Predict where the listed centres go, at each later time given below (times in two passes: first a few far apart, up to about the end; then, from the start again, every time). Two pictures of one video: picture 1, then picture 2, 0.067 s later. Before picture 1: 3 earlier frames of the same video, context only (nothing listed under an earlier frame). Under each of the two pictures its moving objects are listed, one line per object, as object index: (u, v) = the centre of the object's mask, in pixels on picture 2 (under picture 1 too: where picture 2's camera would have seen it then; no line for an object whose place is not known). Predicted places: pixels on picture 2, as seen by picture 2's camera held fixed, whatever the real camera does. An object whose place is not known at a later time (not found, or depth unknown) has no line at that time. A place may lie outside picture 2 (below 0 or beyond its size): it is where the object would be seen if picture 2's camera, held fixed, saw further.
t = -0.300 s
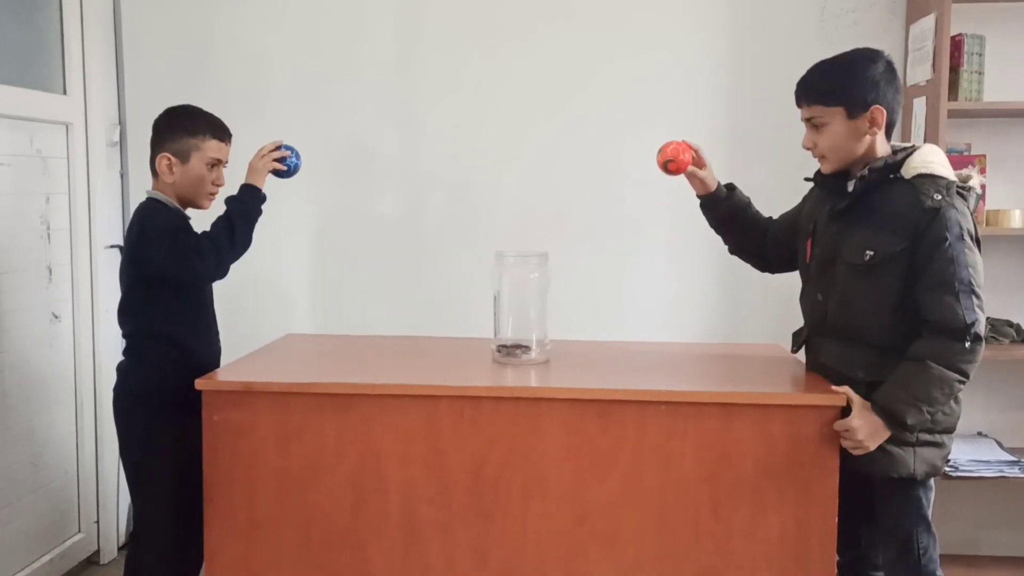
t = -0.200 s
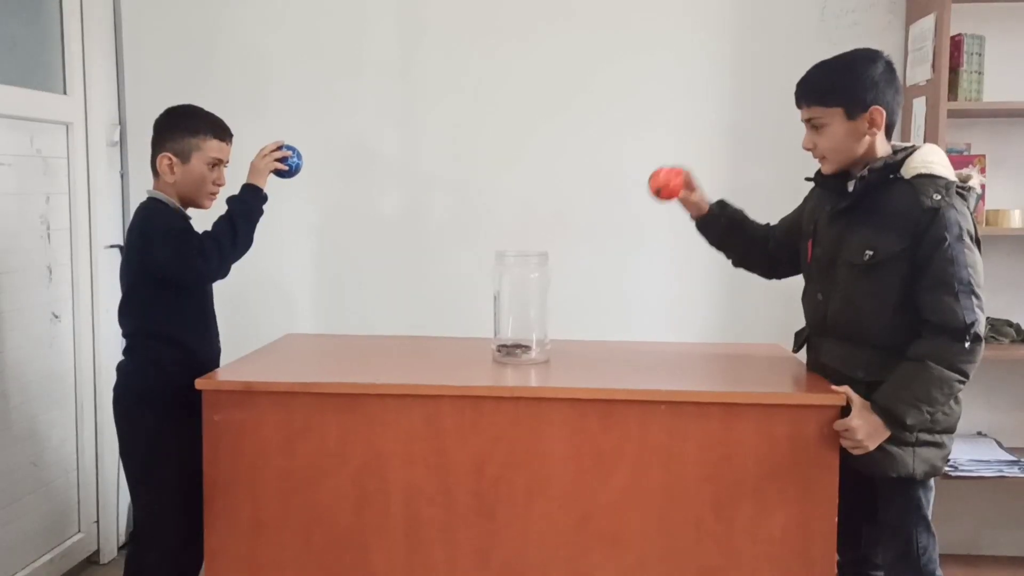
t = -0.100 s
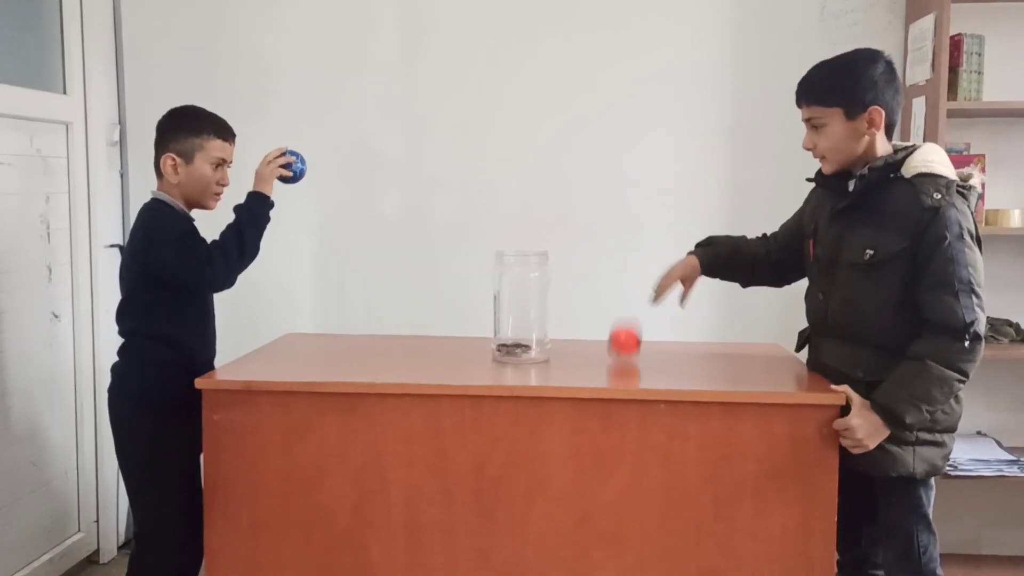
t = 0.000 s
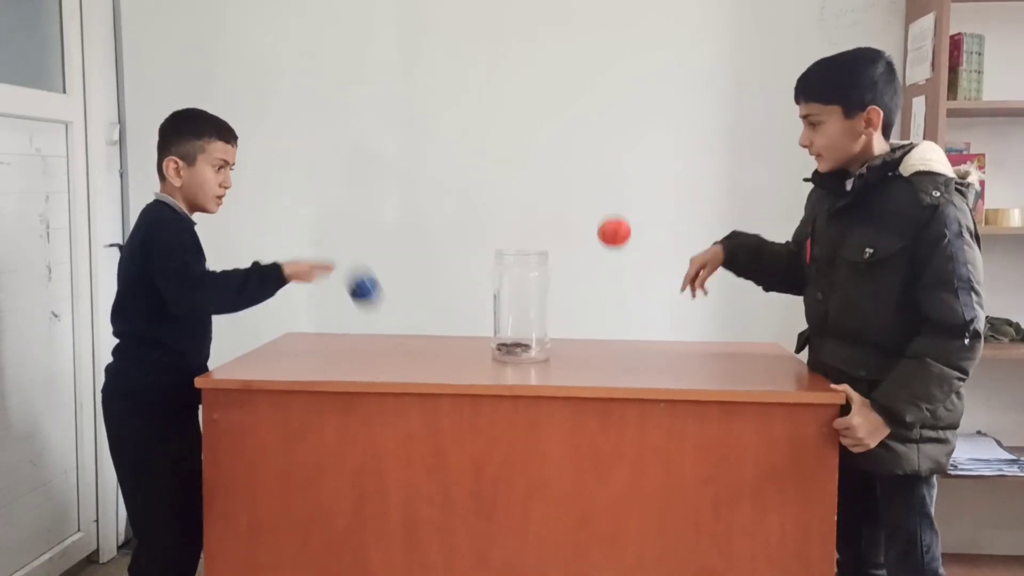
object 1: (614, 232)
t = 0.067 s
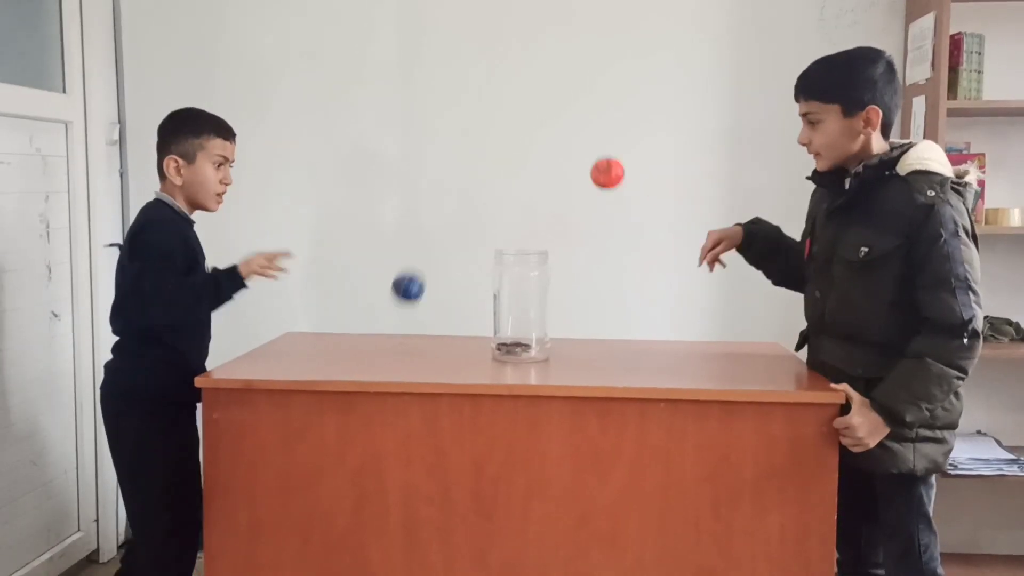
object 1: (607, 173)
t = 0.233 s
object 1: (588, 112)
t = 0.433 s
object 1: (566, 205)
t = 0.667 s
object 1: (545, 244)
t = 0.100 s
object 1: (603, 151)
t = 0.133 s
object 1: (600, 133)
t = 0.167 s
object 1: (596, 121)
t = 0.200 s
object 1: (592, 114)
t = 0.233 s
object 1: (588, 112)
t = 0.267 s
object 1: (585, 115)
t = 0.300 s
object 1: (581, 123)
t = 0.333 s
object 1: (577, 136)
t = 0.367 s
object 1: (573, 154)
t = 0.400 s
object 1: (569, 177)
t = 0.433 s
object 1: (566, 205)
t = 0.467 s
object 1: (562, 237)
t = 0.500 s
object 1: (558, 275)
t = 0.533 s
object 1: (554, 315)
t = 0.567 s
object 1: (551, 320)
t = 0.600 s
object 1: (548, 292)
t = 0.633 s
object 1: (548, 270)
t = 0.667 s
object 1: (545, 244)
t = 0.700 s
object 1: (540, 233)
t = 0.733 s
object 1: (537, 222)
